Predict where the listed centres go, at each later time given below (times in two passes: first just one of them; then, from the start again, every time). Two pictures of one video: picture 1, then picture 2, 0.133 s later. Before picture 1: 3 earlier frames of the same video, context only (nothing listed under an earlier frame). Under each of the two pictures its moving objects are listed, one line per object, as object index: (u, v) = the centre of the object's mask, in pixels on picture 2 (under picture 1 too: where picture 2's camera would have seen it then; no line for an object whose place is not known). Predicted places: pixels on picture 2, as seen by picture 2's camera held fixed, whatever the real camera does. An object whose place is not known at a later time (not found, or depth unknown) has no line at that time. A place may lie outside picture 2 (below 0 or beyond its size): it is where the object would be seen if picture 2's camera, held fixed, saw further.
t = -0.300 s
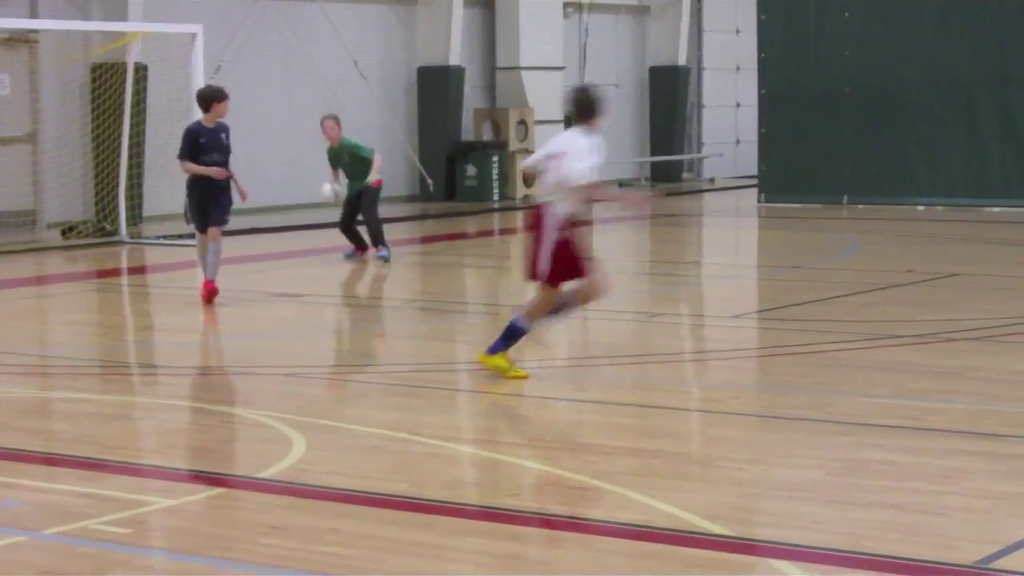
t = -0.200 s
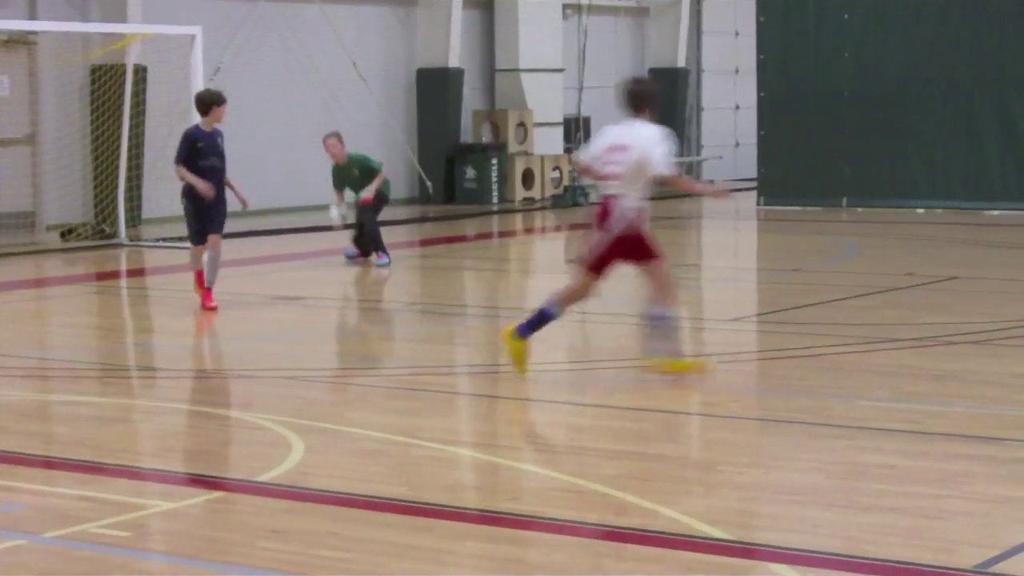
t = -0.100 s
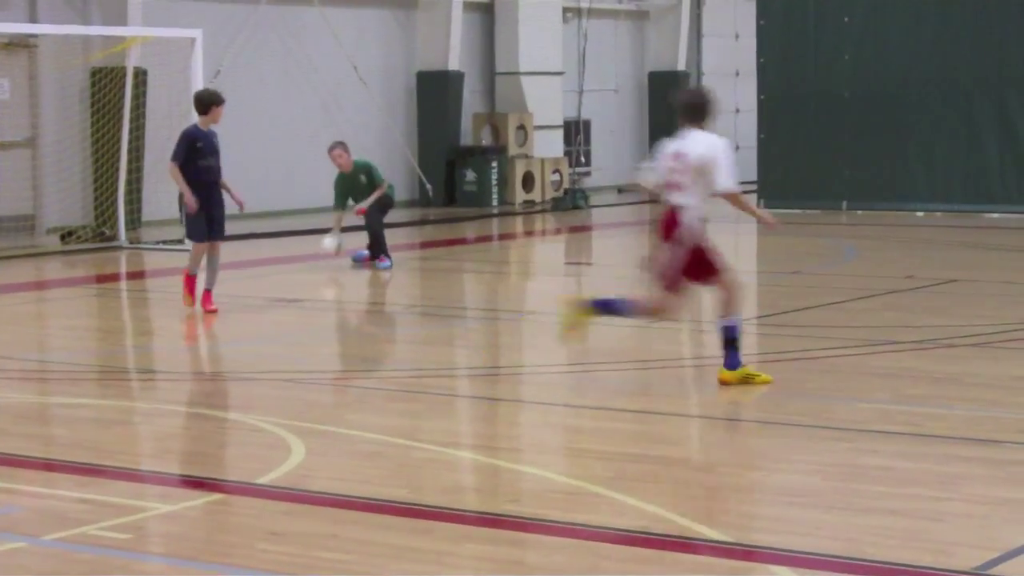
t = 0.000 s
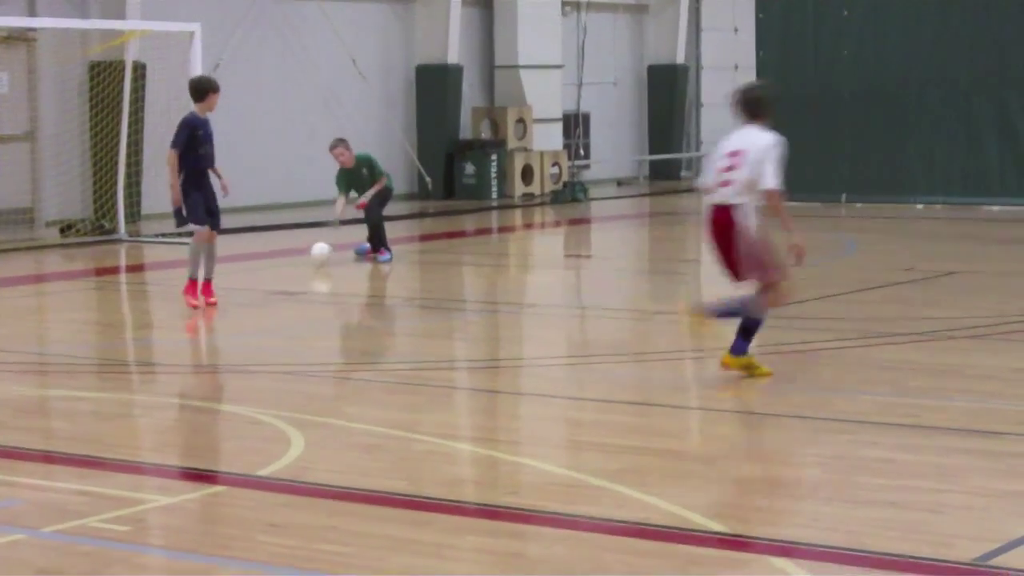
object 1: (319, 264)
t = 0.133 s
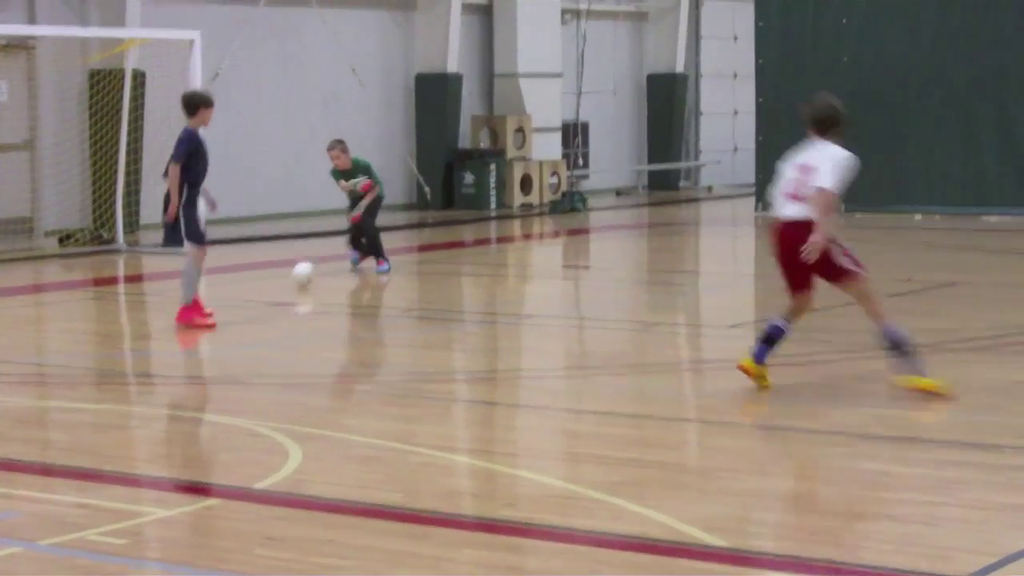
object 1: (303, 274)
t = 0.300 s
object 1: (281, 287)
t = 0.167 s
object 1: (299, 278)
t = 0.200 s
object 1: (294, 279)
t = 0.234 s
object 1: (290, 281)
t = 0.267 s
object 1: (286, 283)
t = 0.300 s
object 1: (281, 287)
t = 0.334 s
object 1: (277, 290)
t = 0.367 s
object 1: (272, 291)
